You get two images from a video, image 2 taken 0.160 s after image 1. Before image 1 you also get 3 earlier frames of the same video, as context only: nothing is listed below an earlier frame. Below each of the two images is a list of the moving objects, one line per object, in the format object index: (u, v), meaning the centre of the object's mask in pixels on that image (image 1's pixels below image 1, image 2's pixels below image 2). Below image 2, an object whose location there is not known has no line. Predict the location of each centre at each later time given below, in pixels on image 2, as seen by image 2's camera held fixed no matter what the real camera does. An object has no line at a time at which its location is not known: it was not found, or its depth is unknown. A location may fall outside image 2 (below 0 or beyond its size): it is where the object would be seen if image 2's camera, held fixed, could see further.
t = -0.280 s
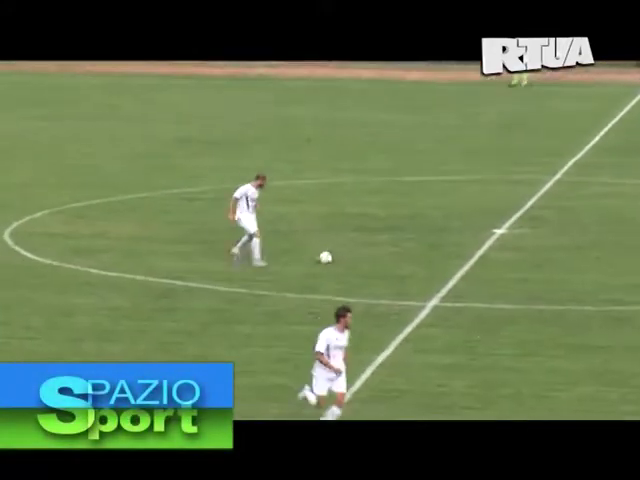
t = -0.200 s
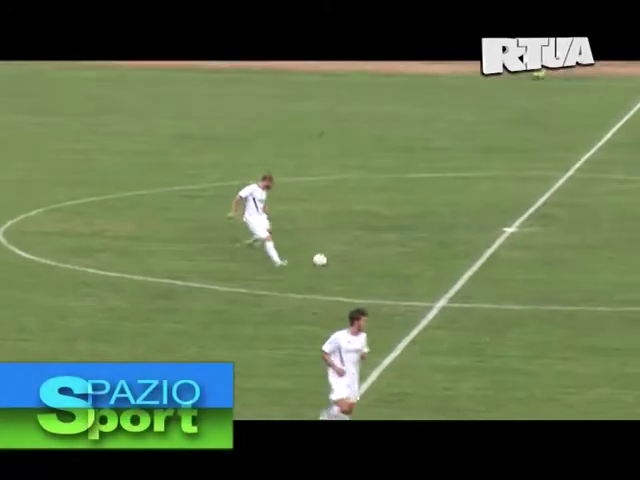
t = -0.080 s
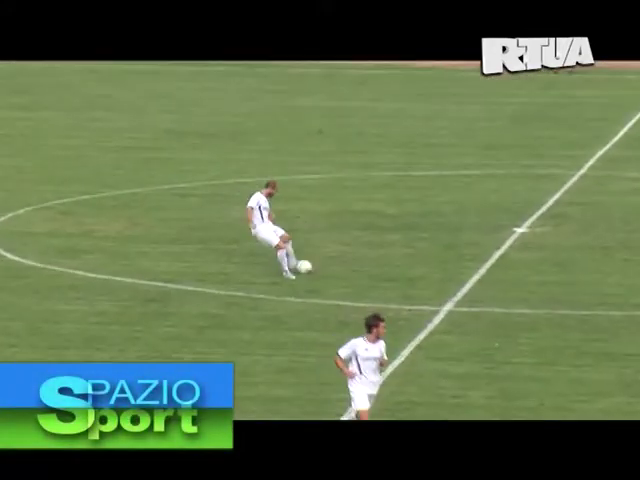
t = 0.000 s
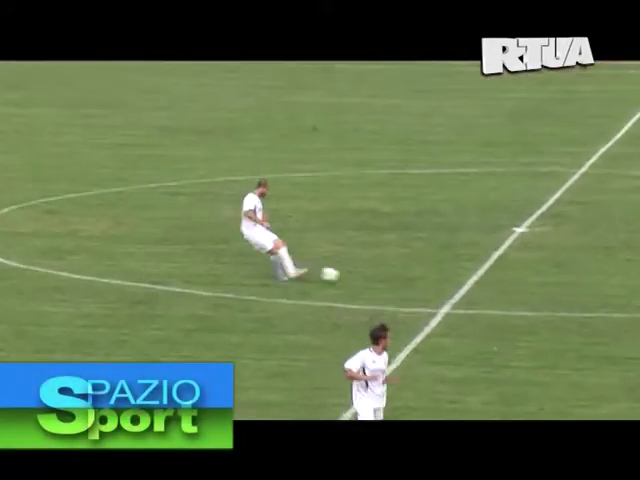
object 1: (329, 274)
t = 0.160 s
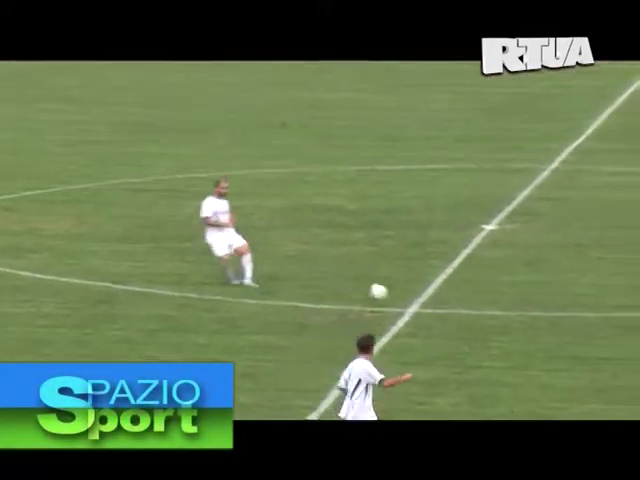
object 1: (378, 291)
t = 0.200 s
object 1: (398, 300)
